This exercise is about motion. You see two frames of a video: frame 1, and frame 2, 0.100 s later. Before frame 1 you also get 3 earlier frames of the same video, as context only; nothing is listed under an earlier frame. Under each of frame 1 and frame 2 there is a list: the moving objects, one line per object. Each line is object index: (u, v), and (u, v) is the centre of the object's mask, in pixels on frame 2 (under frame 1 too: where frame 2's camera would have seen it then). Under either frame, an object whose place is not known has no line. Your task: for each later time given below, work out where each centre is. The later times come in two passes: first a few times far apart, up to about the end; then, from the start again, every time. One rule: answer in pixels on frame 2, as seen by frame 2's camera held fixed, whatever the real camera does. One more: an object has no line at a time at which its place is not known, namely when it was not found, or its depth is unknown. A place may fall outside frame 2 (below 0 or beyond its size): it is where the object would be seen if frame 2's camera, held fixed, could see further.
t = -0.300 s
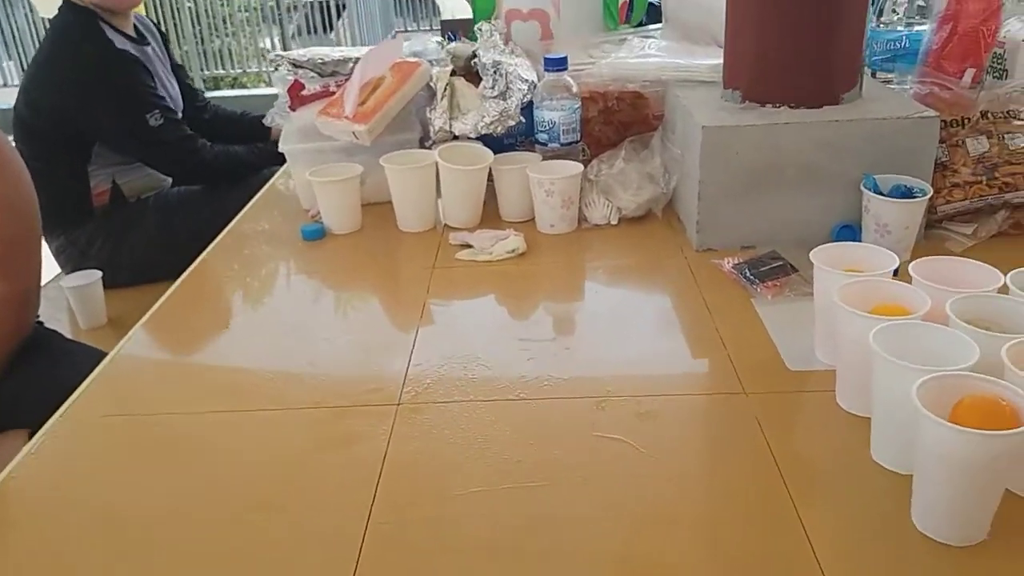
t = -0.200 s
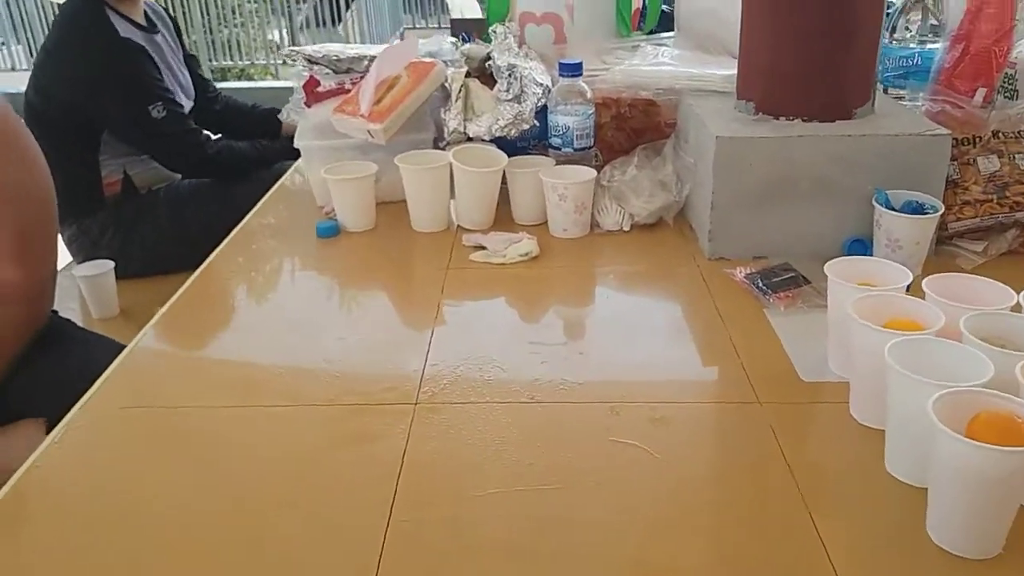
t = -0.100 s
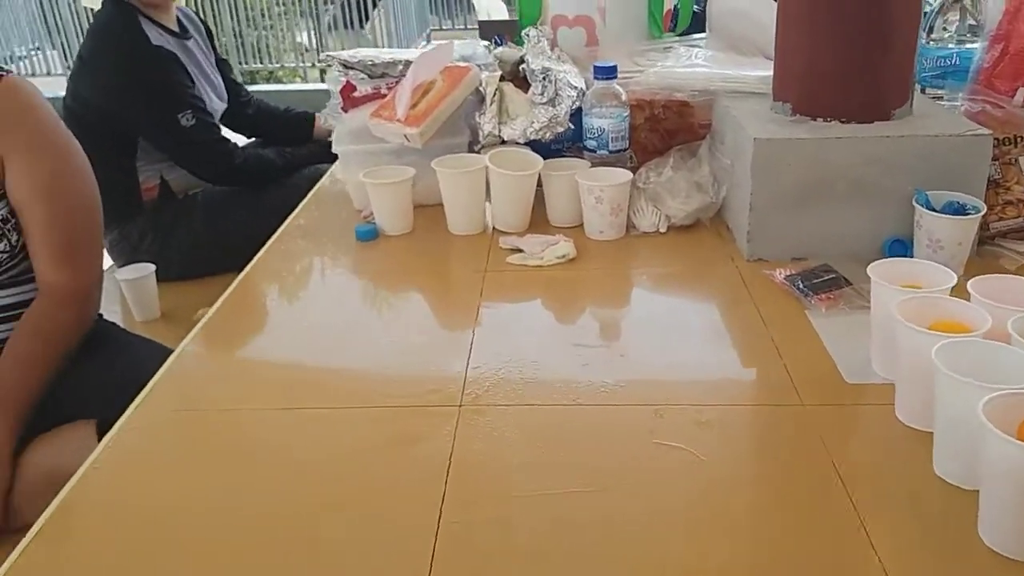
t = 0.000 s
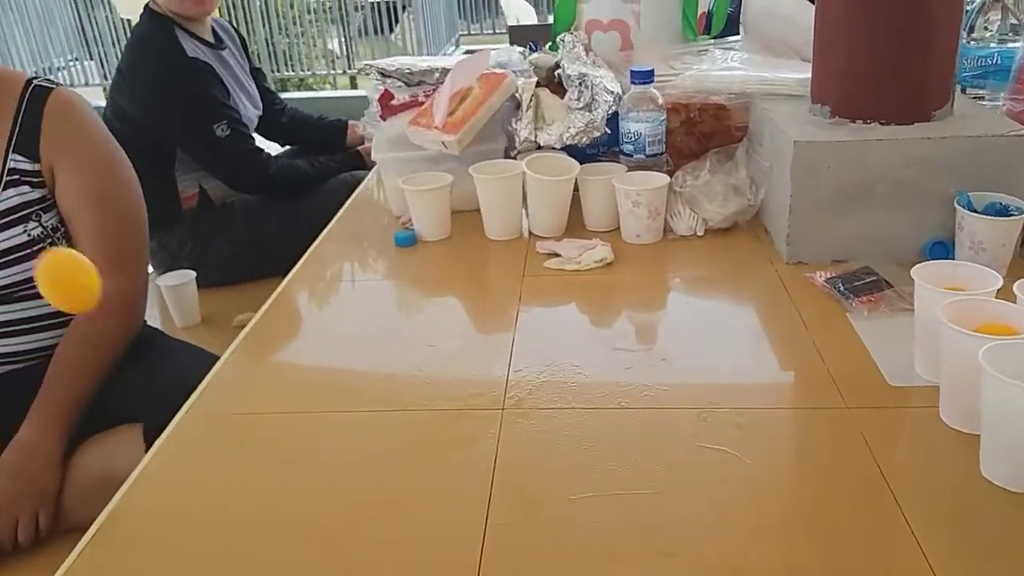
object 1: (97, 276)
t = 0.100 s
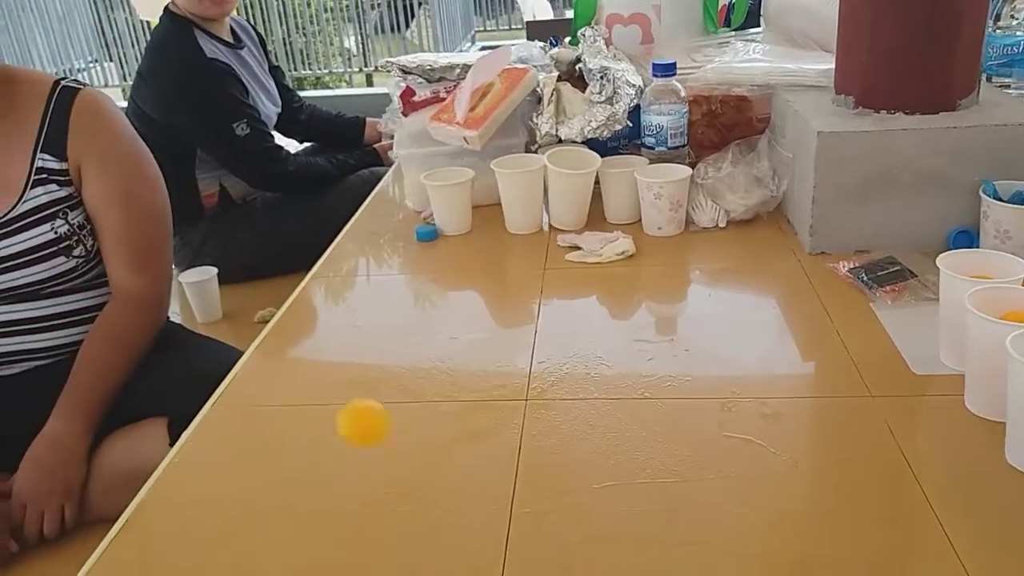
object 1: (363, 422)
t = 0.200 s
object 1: (480, 259)
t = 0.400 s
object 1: (789, 257)
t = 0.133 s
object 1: (399, 360)
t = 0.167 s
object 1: (438, 306)
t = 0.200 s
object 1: (480, 259)
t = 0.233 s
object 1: (526, 223)
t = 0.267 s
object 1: (576, 200)
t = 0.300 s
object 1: (628, 189)
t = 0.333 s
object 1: (682, 194)
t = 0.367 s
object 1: (737, 215)
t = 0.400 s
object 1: (789, 257)
